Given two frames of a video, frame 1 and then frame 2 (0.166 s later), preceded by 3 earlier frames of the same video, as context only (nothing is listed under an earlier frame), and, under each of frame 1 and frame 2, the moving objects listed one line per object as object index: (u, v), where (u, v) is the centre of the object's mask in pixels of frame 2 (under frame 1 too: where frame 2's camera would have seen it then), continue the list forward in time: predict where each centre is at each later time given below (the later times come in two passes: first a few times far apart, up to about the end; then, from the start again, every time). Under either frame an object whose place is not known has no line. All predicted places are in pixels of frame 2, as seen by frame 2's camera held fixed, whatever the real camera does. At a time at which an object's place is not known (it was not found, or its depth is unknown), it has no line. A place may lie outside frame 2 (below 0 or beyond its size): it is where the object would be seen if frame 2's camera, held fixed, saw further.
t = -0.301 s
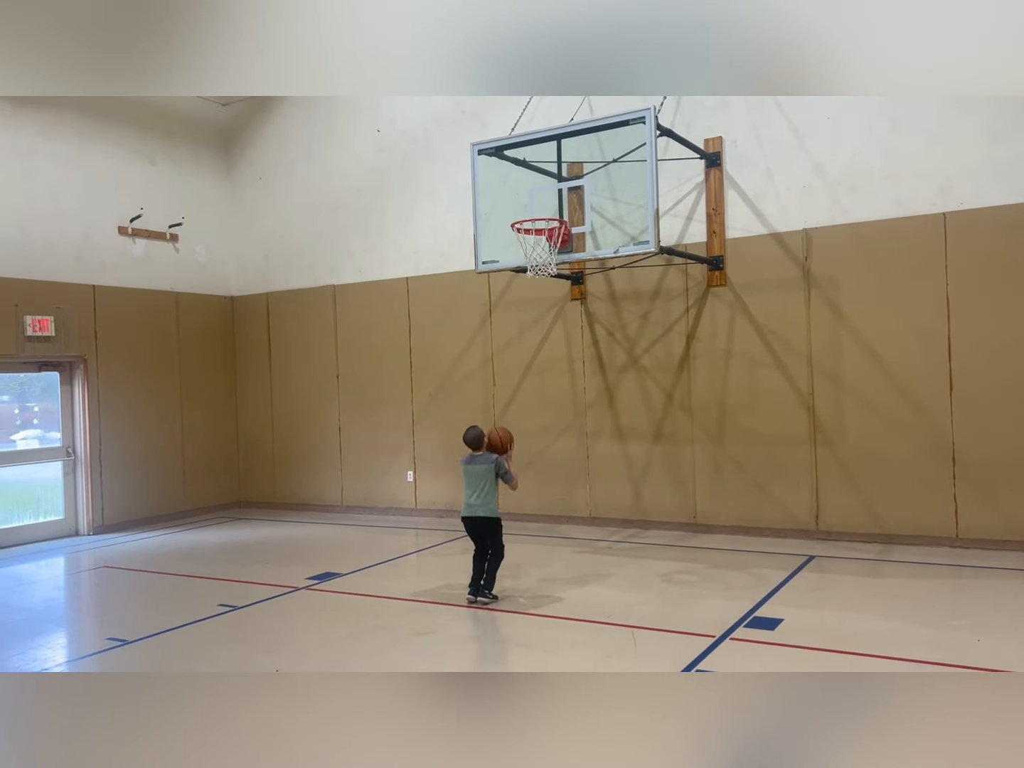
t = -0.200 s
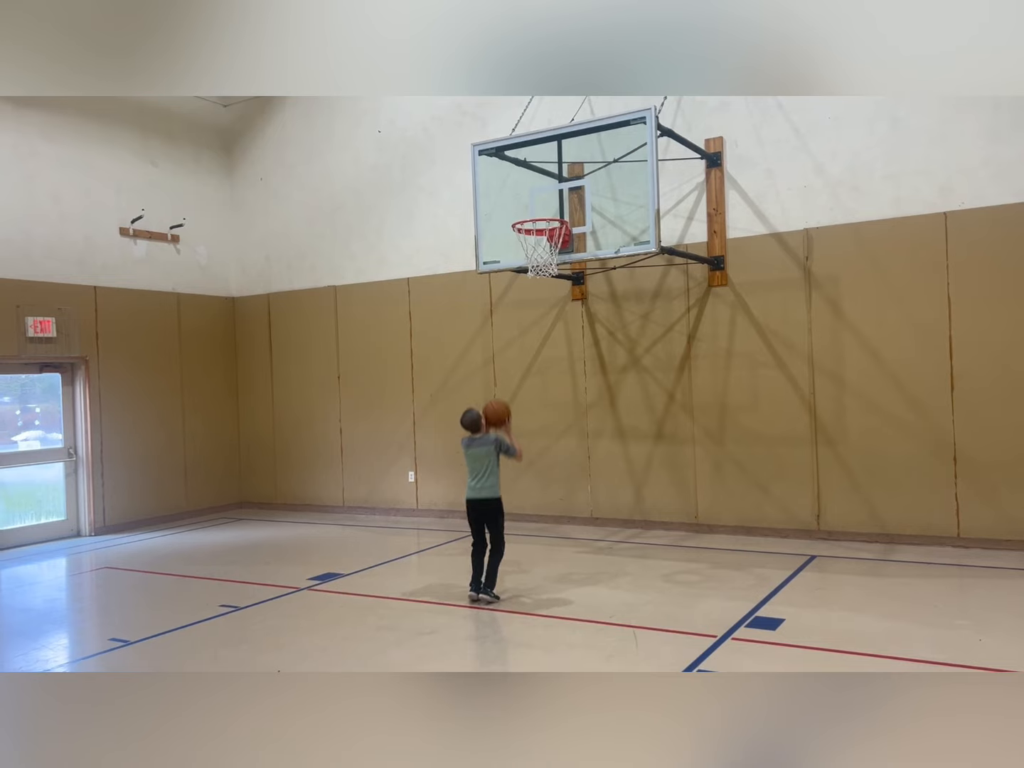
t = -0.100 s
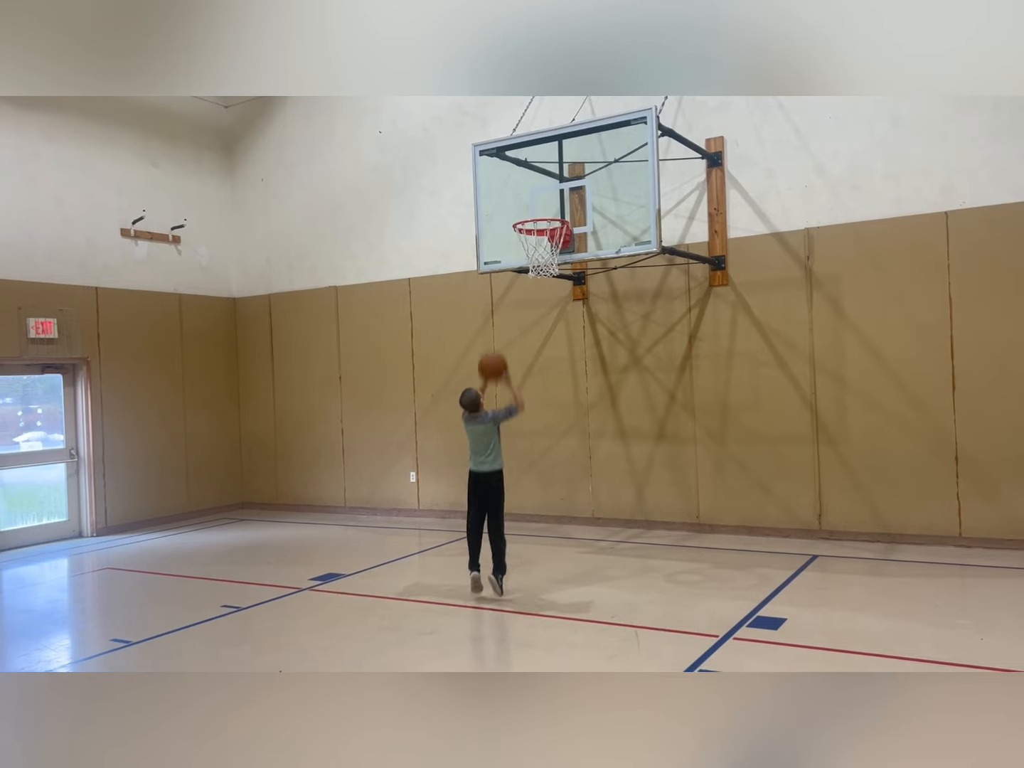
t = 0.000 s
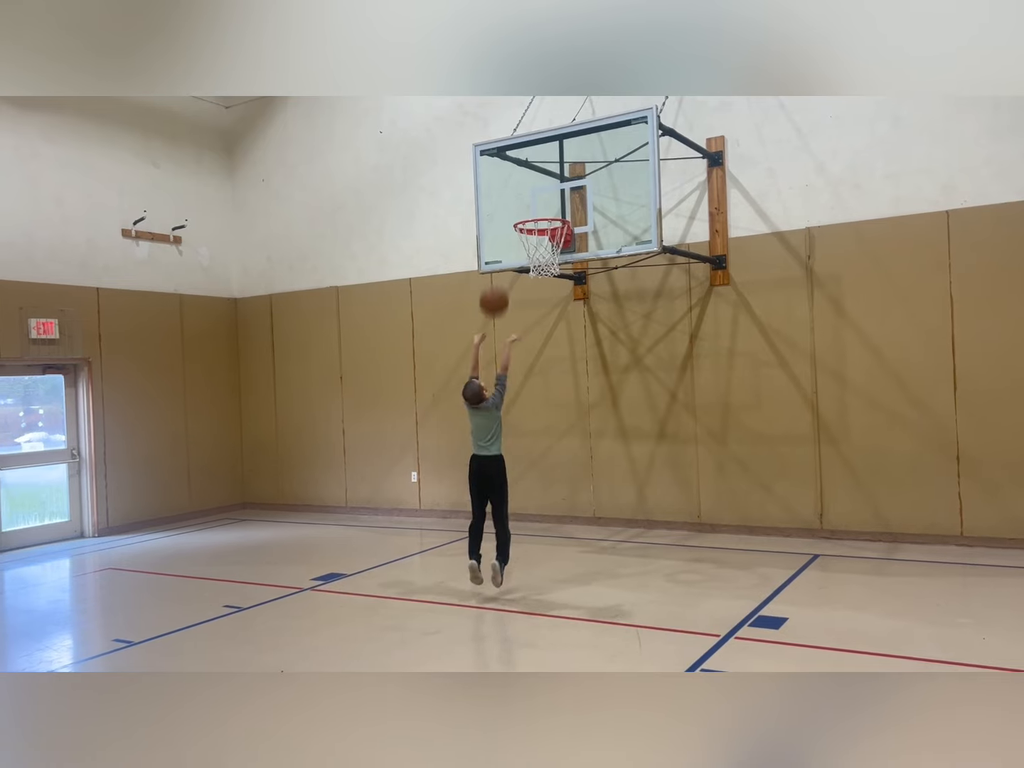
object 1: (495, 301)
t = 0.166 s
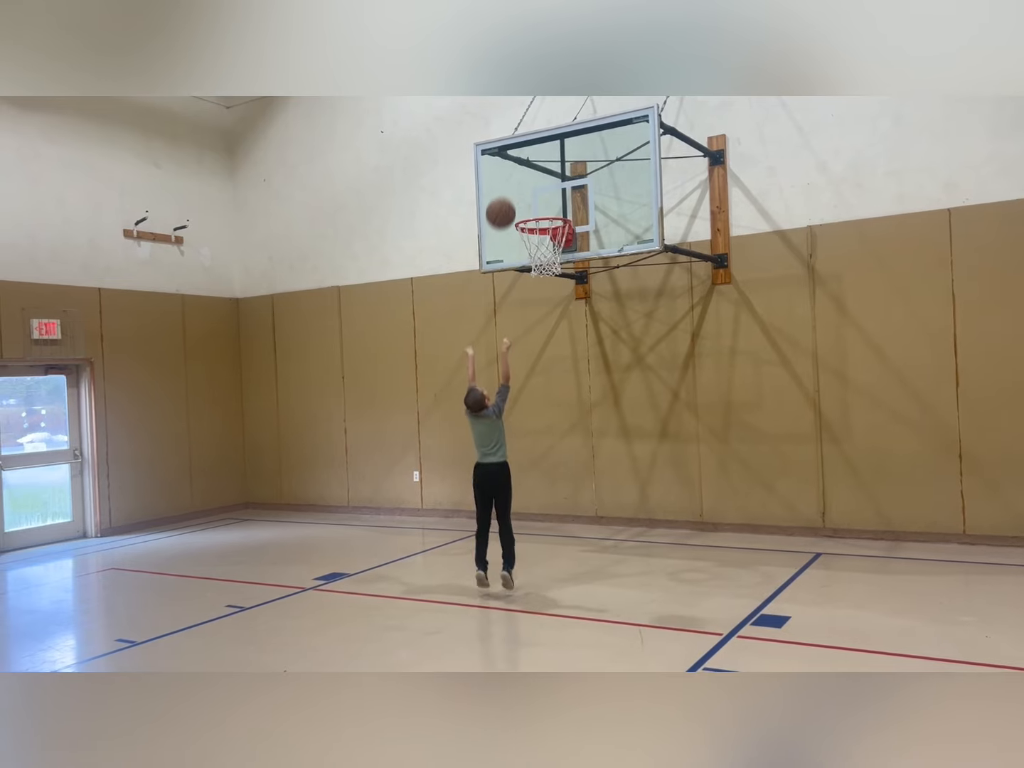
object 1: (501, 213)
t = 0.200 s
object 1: (502, 200)
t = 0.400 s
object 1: (511, 149)
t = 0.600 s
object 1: (521, 149)
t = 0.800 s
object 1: (535, 201)
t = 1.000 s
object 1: (551, 306)
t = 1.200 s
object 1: (570, 460)
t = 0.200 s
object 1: (502, 200)
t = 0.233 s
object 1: (503, 188)
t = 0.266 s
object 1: (504, 177)
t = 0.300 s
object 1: (506, 168)
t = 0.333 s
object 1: (507, 160)
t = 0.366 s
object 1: (509, 154)
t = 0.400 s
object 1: (511, 149)
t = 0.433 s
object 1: (512, 145)
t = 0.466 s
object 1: (514, 143)
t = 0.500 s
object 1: (516, 143)
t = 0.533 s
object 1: (517, 144)
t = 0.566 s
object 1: (519, 145)
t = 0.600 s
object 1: (521, 149)
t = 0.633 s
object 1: (524, 154)
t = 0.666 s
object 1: (526, 161)
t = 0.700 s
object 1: (528, 169)
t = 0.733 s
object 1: (530, 178)
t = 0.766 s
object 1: (532, 189)
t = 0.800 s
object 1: (535, 201)
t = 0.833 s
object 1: (538, 214)
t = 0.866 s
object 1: (540, 231)
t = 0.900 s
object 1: (542, 248)
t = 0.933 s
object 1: (545, 266)
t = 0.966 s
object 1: (548, 286)
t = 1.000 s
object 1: (551, 306)
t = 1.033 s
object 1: (553, 328)
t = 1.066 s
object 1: (557, 351)
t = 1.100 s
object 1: (560, 377)
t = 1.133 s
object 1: (563, 403)
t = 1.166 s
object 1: (566, 431)
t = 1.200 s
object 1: (570, 460)
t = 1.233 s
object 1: (573, 490)
